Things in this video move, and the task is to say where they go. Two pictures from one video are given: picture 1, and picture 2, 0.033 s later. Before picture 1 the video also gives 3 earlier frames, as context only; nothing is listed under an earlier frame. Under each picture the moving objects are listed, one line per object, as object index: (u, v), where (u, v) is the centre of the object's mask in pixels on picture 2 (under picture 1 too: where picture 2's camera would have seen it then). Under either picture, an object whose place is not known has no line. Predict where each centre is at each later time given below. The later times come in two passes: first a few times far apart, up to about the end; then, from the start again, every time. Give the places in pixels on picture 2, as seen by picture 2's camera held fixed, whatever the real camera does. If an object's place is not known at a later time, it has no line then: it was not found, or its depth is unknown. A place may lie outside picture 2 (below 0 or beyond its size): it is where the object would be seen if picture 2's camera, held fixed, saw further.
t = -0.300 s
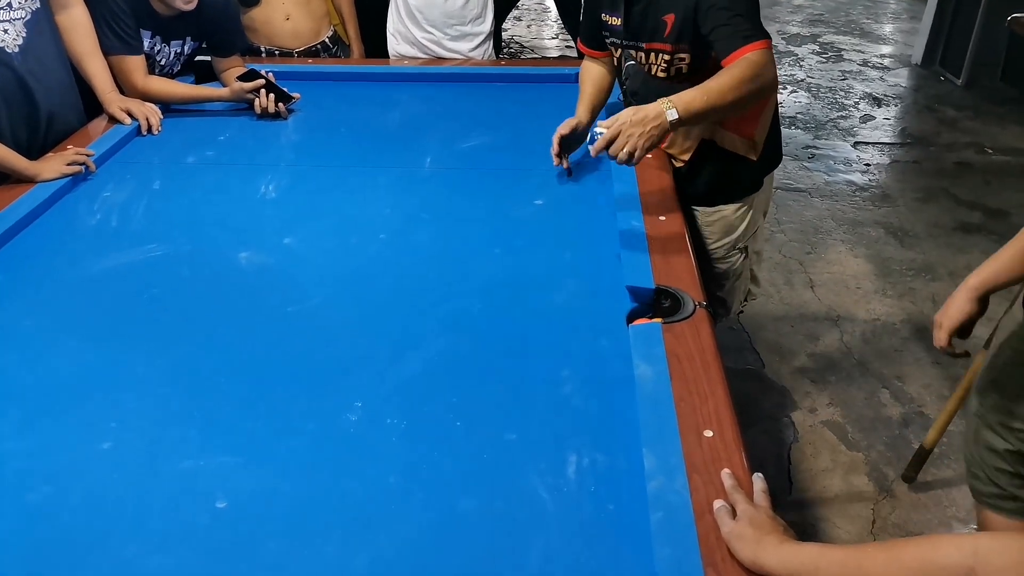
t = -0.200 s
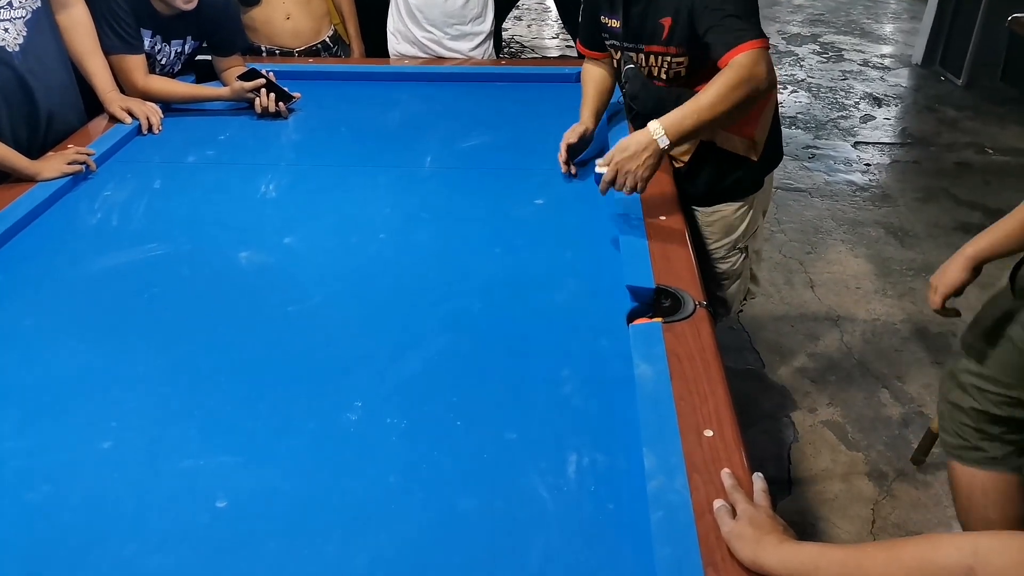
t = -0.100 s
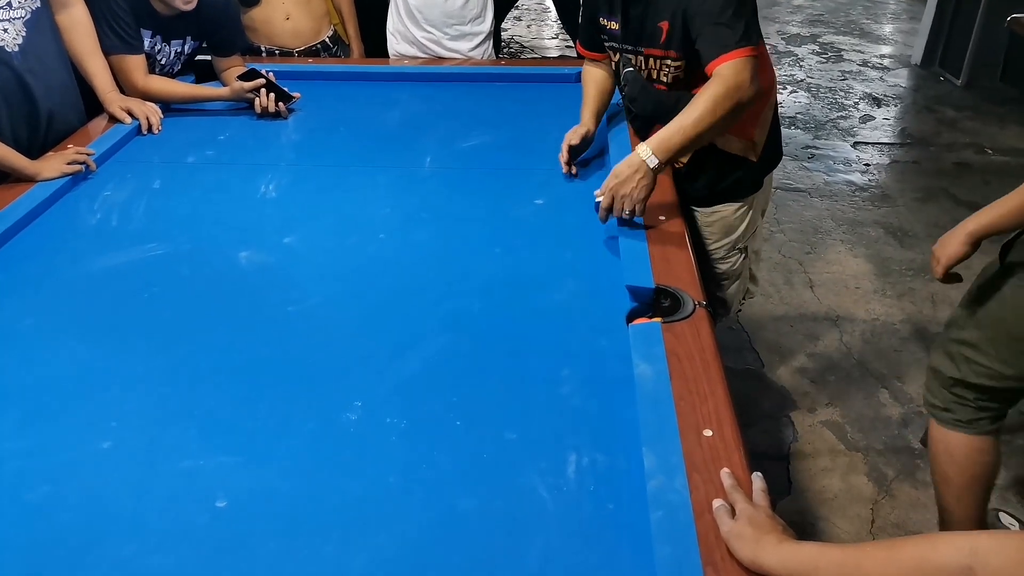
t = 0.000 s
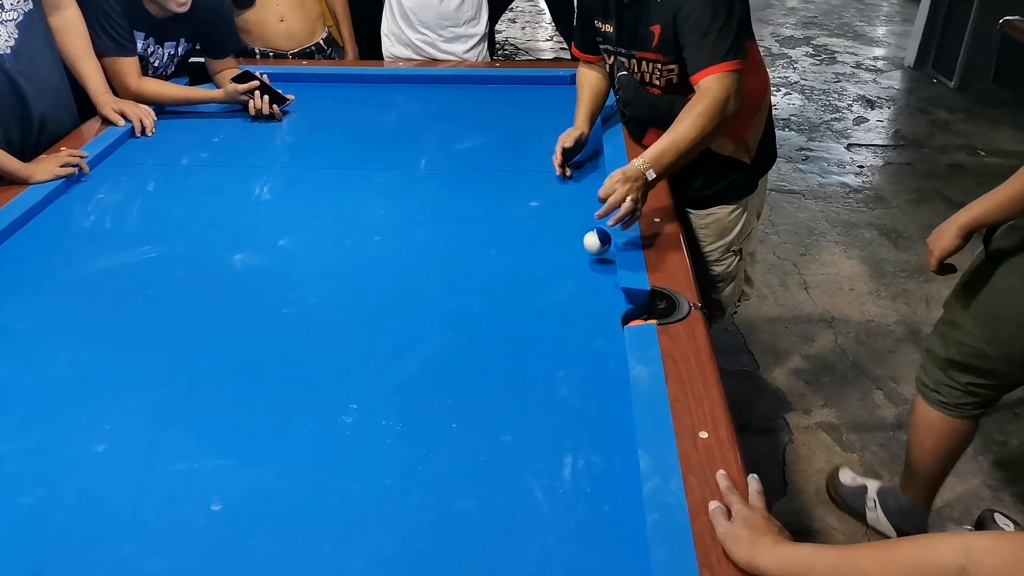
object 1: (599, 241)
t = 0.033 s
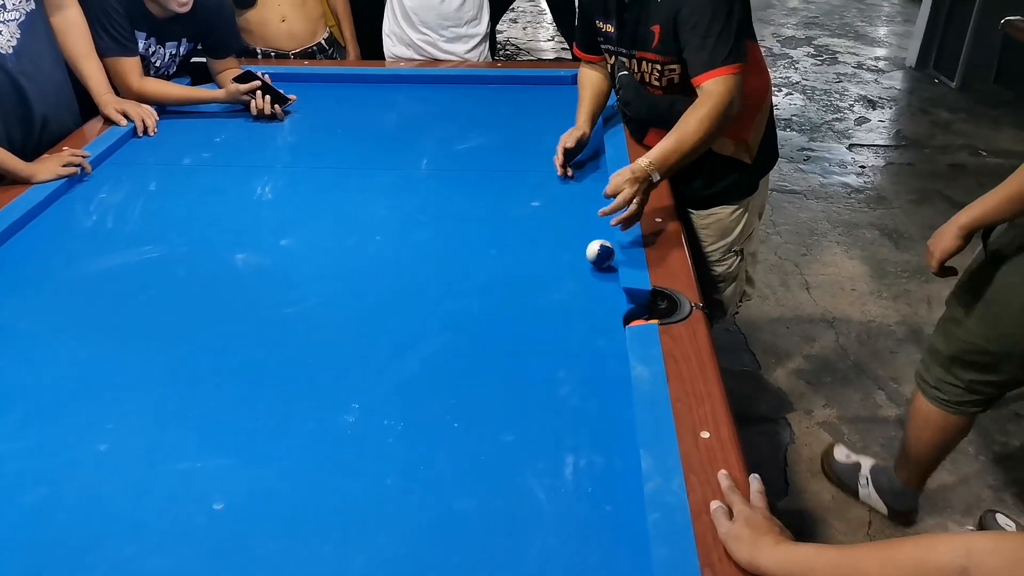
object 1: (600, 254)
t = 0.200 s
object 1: (601, 287)
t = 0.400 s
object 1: (627, 310)
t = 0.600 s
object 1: (623, 308)
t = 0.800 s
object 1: (626, 308)
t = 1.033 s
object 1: (635, 305)
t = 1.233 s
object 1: (635, 305)
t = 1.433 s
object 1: (635, 305)
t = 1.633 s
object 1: (634, 305)
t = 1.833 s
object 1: (635, 305)
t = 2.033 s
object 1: (635, 306)
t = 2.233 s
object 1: (634, 306)
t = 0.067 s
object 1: (603, 258)
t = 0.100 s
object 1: (601, 267)
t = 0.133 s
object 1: (600, 274)
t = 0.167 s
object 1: (600, 282)
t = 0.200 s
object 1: (601, 287)
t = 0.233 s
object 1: (603, 293)
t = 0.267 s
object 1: (606, 298)
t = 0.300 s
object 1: (610, 303)
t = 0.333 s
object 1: (615, 307)
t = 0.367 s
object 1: (621, 309)
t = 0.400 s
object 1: (627, 310)
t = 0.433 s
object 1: (629, 310)
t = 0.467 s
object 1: (629, 310)
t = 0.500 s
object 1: (628, 310)
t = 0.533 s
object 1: (625, 310)
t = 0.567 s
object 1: (624, 309)
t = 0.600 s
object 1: (623, 308)
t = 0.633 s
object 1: (623, 309)
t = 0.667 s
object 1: (624, 309)
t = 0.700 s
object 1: (626, 309)
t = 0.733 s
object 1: (626, 308)
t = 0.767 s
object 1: (626, 308)
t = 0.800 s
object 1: (626, 308)
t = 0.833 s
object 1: (628, 307)
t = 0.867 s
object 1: (629, 308)
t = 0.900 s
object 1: (631, 306)
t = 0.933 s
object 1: (632, 305)
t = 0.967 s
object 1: (633, 303)
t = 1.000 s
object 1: (634, 305)
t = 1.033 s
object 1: (635, 305)
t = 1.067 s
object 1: (634, 305)
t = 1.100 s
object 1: (634, 305)
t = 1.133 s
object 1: (634, 305)
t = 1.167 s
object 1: (634, 305)
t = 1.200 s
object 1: (634, 305)
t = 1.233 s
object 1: (635, 305)
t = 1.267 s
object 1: (635, 305)
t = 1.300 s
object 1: (635, 305)
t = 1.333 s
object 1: (635, 305)
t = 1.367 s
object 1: (635, 306)
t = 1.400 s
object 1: (635, 305)
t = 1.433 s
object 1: (635, 305)
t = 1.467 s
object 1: (635, 305)
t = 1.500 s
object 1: (635, 305)
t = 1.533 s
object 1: (634, 305)
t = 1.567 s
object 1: (634, 306)
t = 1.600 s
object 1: (634, 306)
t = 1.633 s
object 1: (634, 305)
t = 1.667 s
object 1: (634, 306)
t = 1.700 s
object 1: (634, 306)
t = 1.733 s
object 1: (635, 305)
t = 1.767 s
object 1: (635, 306)
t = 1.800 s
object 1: (635, 305)
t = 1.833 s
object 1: (635, 305)
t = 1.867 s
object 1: (635, 306)
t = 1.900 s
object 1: (635, 306)
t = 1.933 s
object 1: (635, 306)
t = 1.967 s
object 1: (634, 305)
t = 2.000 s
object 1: (634, 306)
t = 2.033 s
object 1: (635, 306)
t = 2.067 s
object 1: (635, 305)
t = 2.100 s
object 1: (635, 306)
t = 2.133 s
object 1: (634, 306)
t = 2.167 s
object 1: (634, 306)
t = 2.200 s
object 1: (634, 306)
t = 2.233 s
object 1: (634, 306)
